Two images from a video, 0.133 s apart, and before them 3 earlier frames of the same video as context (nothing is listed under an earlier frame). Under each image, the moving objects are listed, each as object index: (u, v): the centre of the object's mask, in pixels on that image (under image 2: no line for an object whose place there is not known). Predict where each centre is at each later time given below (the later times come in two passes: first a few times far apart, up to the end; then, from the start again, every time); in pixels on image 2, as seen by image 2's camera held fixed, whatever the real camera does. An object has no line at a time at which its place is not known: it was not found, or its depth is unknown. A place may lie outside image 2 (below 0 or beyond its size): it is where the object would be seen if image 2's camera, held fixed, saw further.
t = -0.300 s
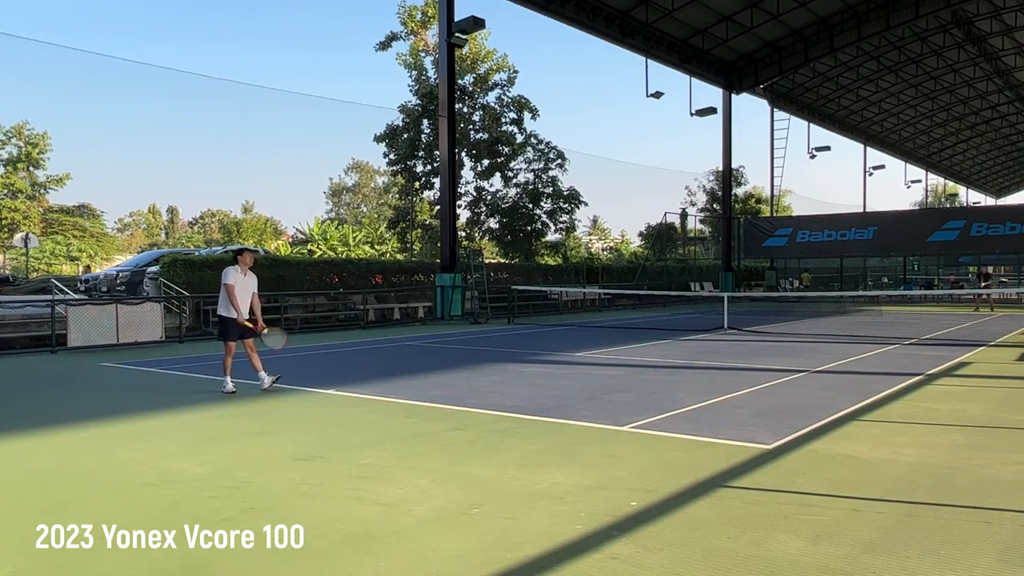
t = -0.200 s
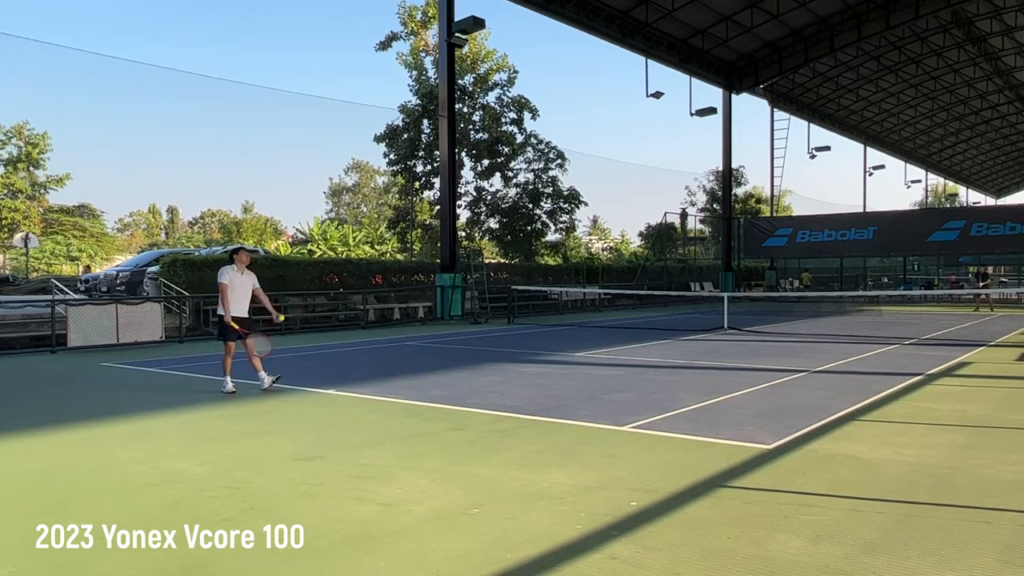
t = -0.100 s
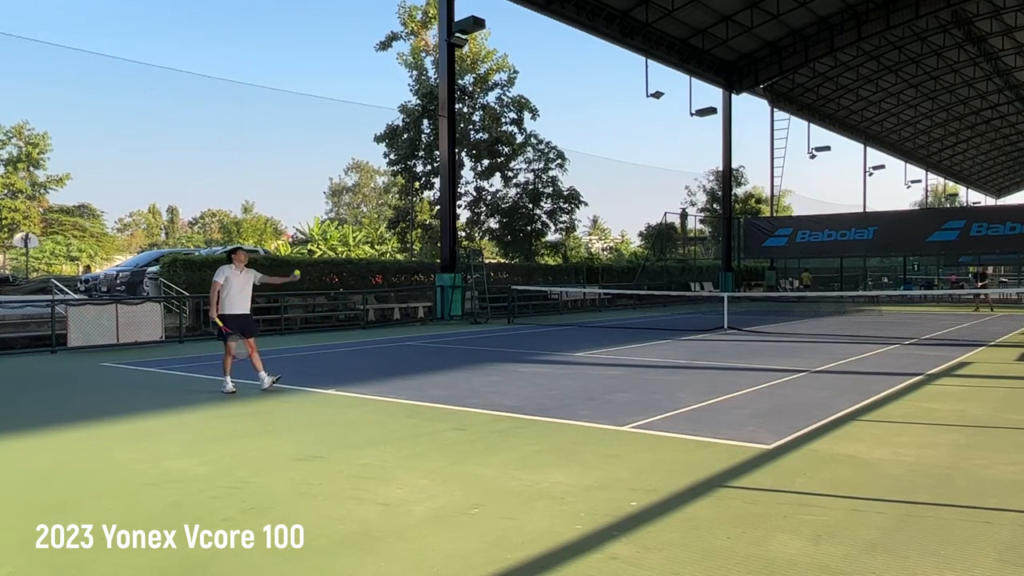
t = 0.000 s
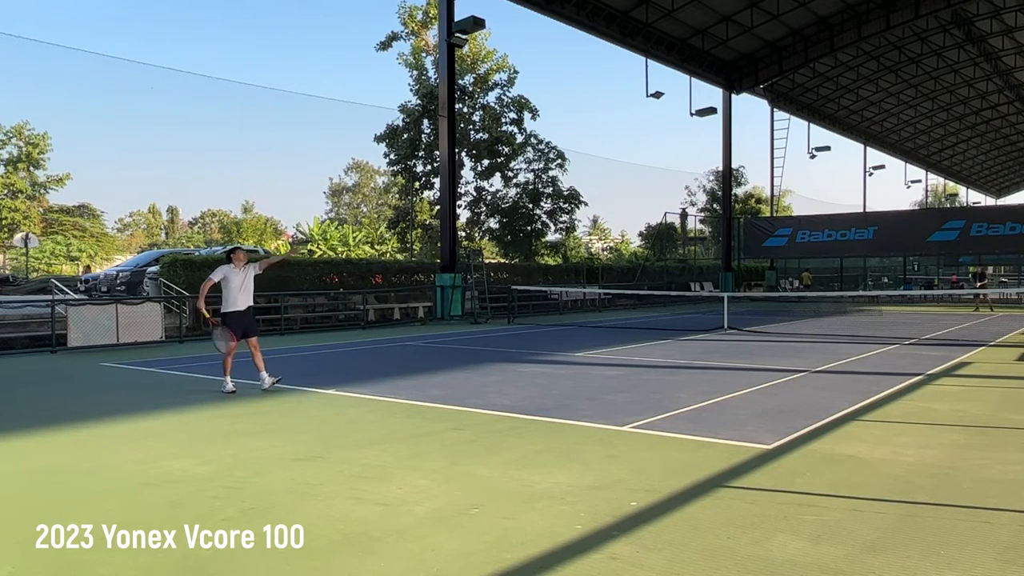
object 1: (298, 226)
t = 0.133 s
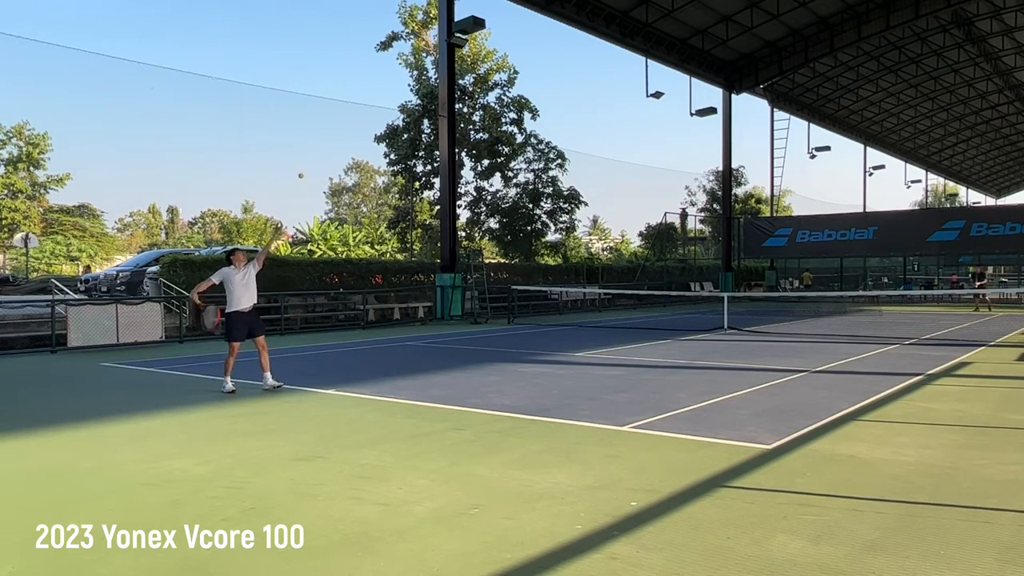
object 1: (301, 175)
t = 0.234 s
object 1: (302, 148)
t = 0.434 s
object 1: (306, 118)
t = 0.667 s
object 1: (312, 124)
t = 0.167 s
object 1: (301, 165)
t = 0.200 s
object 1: (302, 156)
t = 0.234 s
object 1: (302, 148)
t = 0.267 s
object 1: (303, 141)
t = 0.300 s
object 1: (304, 132)
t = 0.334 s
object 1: (304, 128)
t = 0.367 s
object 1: (305, 124)
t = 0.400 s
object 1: (305, 121)
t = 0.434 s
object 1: (306, 118)
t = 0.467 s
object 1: (307, 116)
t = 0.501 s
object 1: (308, 116)
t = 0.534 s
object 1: (308, 116)
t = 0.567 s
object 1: (309, 117)
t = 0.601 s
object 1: (310, 118)
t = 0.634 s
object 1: (310, 121)
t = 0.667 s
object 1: (312, 124)
